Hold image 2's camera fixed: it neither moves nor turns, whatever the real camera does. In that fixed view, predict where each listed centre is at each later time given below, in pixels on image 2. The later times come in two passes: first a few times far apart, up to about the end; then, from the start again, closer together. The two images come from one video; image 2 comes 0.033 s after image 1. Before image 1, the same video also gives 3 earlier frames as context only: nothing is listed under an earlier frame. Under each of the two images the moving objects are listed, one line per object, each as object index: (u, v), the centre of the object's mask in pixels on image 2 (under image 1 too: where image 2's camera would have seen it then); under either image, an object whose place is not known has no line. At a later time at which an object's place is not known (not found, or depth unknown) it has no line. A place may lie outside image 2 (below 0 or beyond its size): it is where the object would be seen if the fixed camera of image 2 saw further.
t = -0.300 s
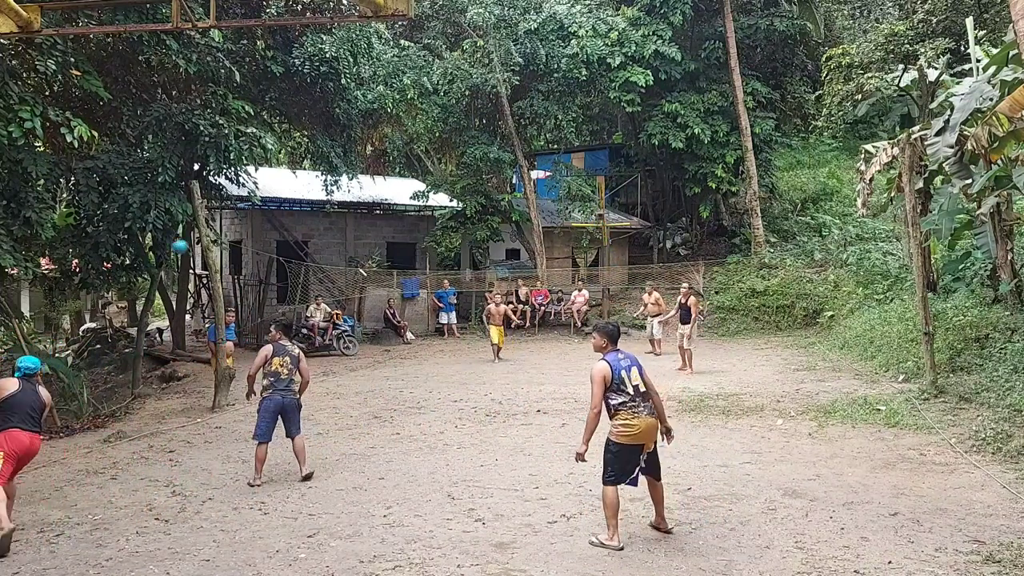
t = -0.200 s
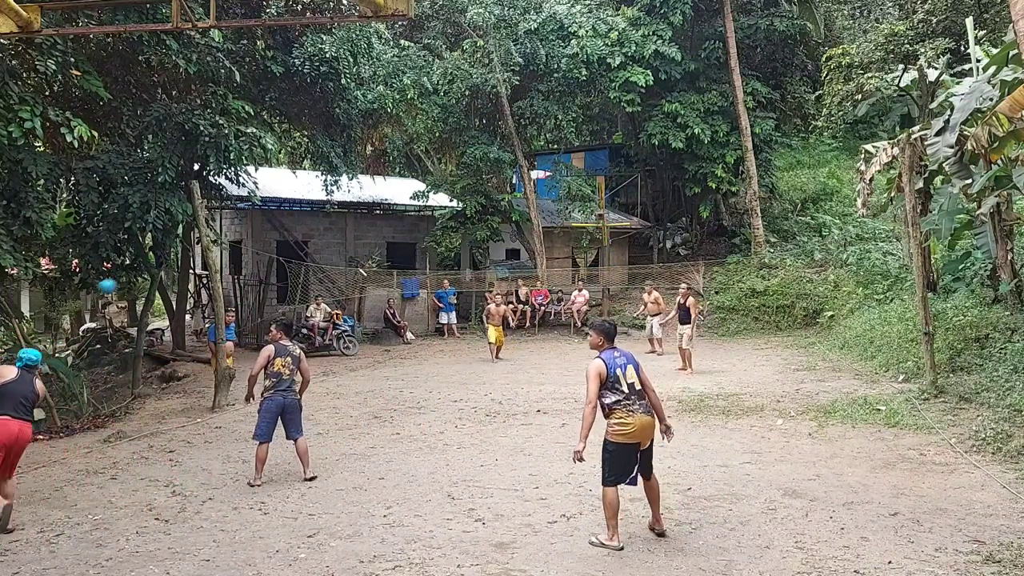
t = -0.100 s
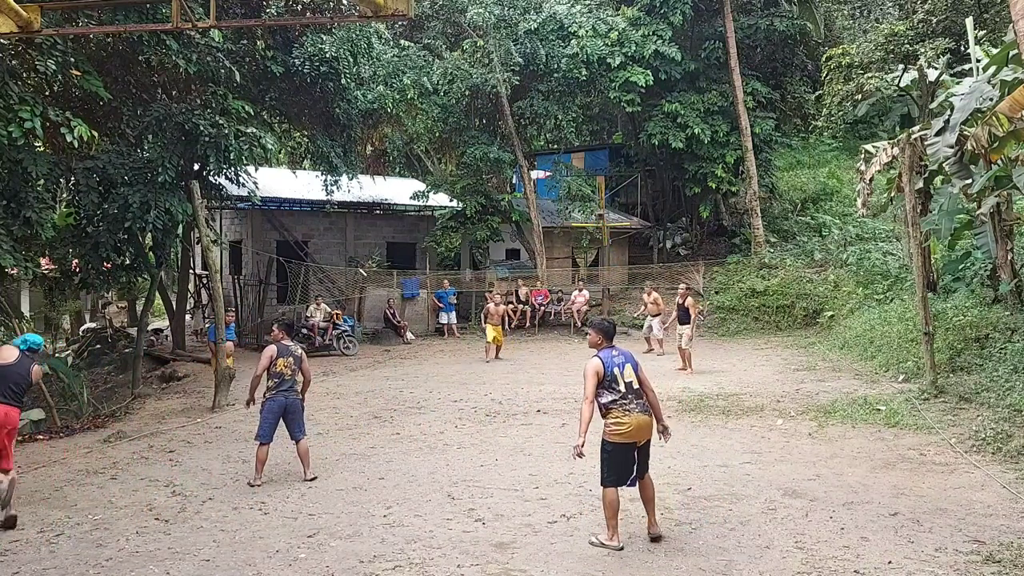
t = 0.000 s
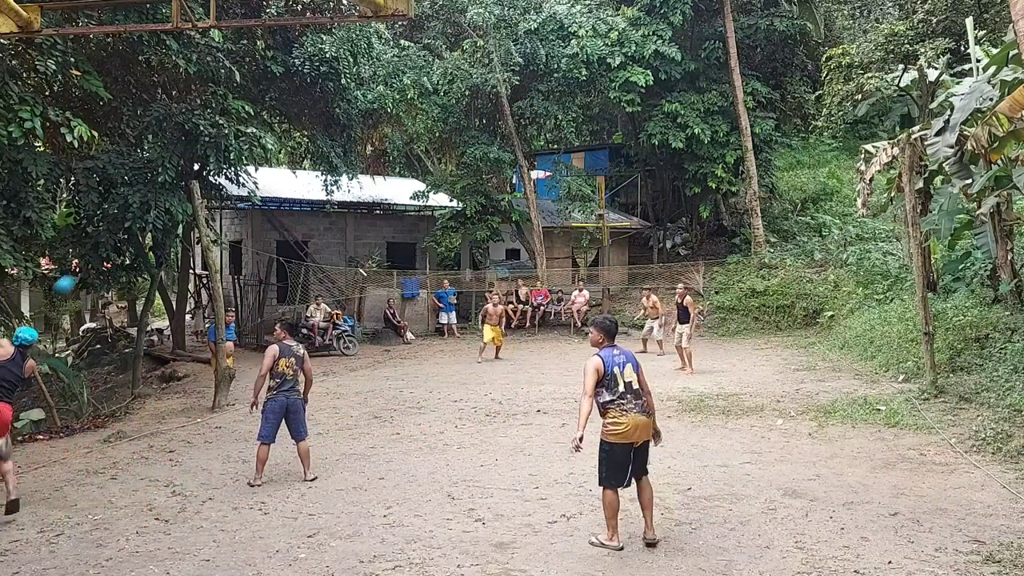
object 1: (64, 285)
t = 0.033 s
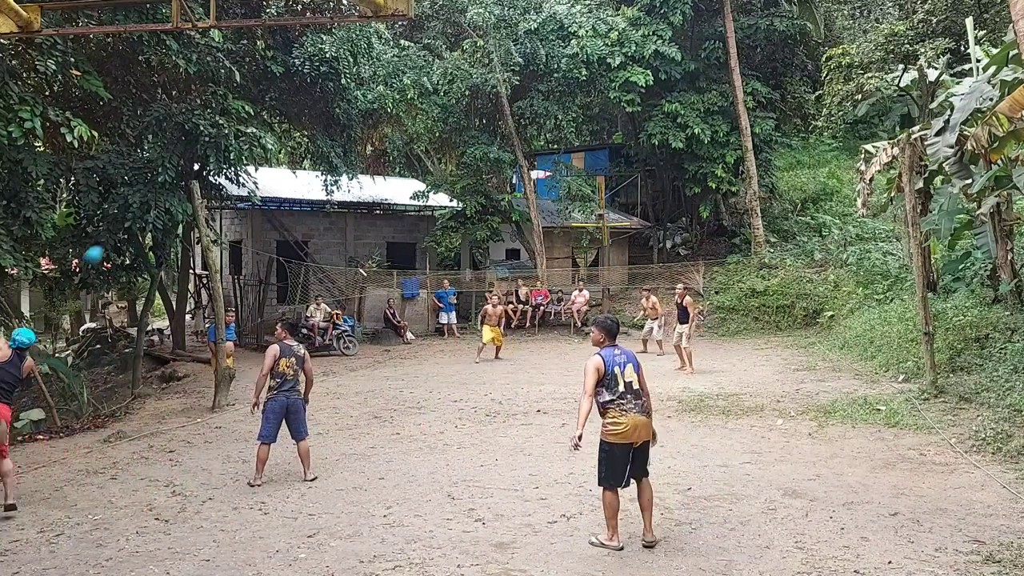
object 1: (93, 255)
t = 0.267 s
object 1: (253, 118)
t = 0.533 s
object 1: (377, 62)
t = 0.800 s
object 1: (465, 65)
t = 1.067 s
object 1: (533, 109)
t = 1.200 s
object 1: (562, 142)
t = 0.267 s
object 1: (253, 118)
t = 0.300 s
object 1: (270, 106)
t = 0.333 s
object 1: (288, 96)
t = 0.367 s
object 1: (304, 88)
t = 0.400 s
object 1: (320, 80)
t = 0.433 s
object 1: (334, 74)
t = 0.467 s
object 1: (349, 69)
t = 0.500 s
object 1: (363, 64)
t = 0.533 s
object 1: (377, 62)
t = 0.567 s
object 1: (389, 58)
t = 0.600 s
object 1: (401, 57)
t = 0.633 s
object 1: (412, 57)
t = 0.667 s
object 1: (423, 57)
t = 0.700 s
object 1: (434, 57)
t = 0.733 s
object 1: (445, 59)
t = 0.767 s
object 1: (455, 62)
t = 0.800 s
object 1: (465, 65)
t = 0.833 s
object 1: (474, 68)
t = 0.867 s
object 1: (484, 73)
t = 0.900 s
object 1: (493, 78)
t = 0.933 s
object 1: (501, 83)
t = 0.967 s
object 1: (510, 89)
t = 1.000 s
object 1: (518, 95)
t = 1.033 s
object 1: (526, 101)
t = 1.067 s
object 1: (533, 109)
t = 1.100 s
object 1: (541, 116)
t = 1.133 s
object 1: (548, 124)
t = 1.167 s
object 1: (555, 133)
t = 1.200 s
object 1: (562, 142)
